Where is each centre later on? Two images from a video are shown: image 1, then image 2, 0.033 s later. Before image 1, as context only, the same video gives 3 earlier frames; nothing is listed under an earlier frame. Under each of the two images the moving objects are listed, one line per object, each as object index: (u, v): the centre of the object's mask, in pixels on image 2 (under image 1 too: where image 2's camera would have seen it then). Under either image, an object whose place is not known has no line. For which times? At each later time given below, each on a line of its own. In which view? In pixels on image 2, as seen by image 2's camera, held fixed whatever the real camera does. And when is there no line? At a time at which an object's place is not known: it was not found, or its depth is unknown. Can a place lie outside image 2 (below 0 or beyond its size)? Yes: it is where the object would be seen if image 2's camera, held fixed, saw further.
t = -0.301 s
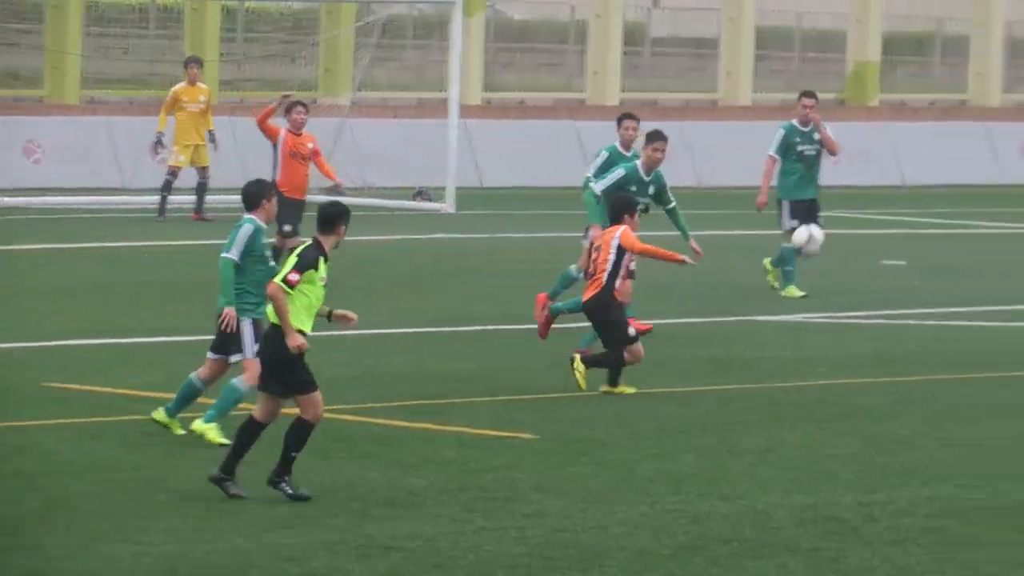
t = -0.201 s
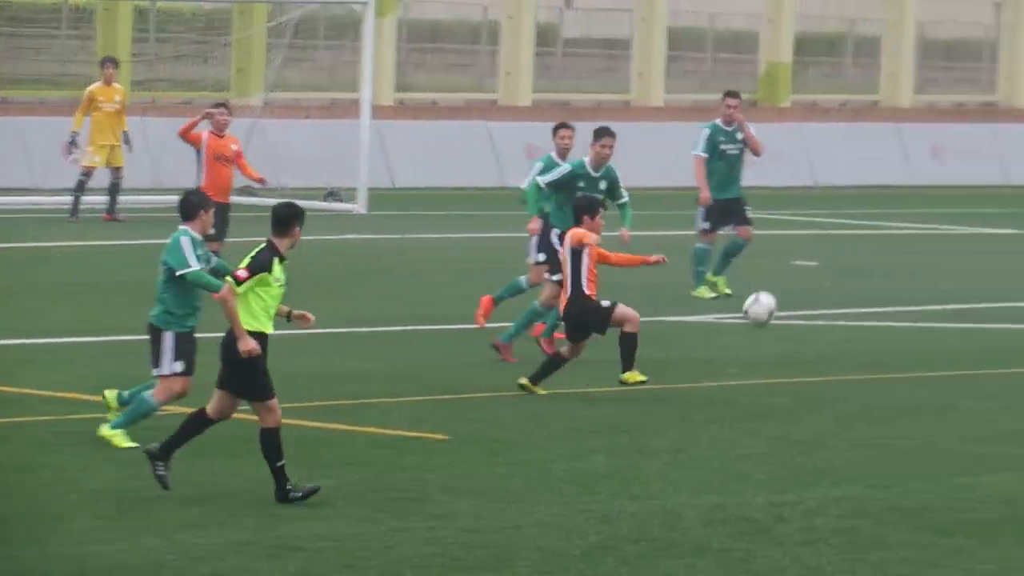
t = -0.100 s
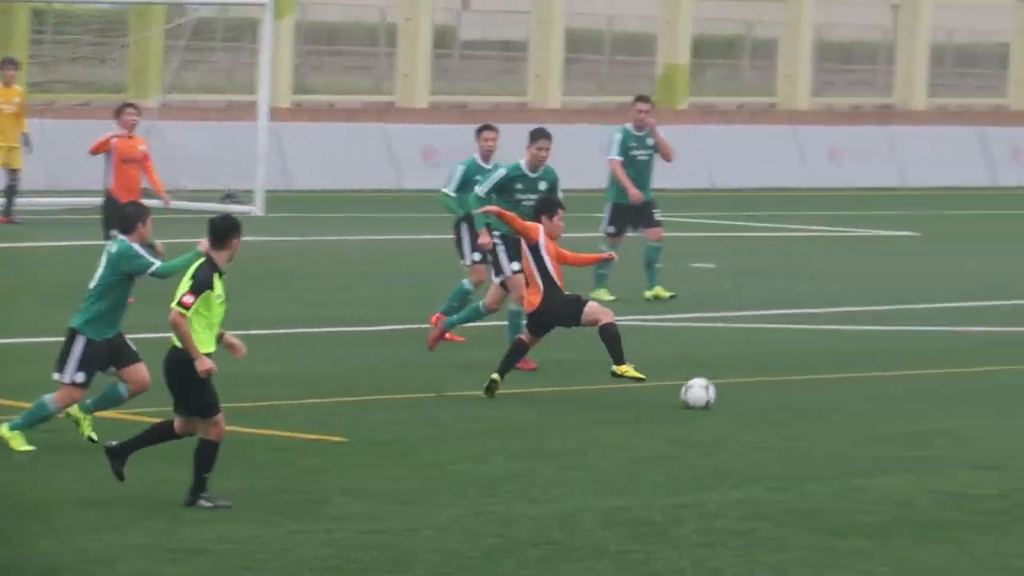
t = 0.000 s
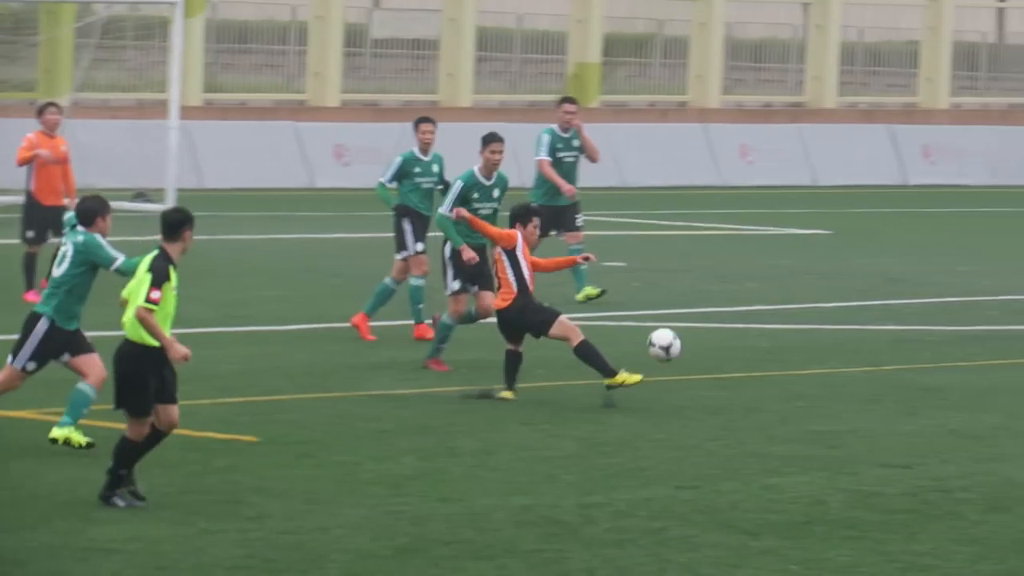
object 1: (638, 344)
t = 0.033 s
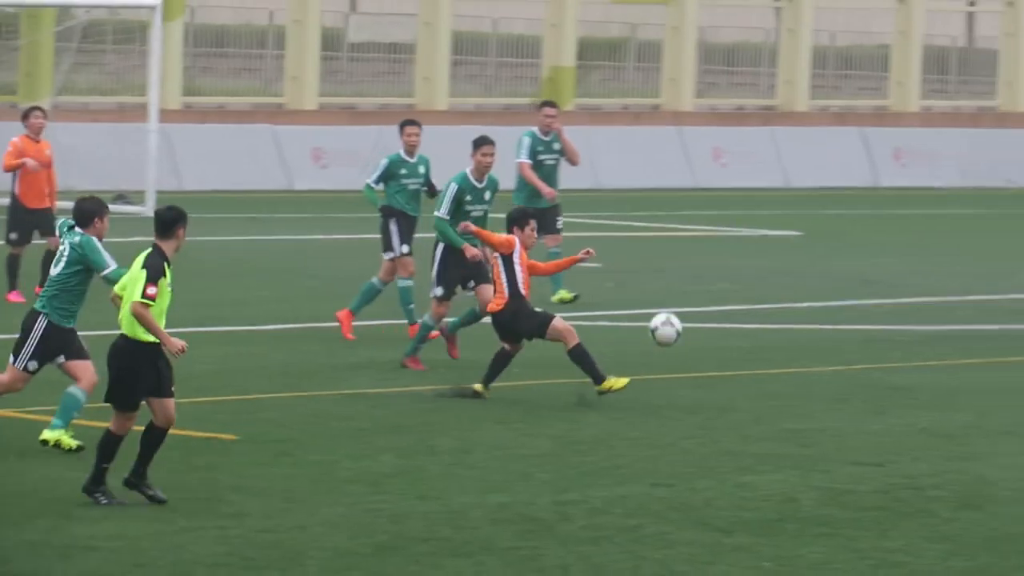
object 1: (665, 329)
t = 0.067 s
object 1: (693, 318)
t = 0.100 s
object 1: (721, 307)
